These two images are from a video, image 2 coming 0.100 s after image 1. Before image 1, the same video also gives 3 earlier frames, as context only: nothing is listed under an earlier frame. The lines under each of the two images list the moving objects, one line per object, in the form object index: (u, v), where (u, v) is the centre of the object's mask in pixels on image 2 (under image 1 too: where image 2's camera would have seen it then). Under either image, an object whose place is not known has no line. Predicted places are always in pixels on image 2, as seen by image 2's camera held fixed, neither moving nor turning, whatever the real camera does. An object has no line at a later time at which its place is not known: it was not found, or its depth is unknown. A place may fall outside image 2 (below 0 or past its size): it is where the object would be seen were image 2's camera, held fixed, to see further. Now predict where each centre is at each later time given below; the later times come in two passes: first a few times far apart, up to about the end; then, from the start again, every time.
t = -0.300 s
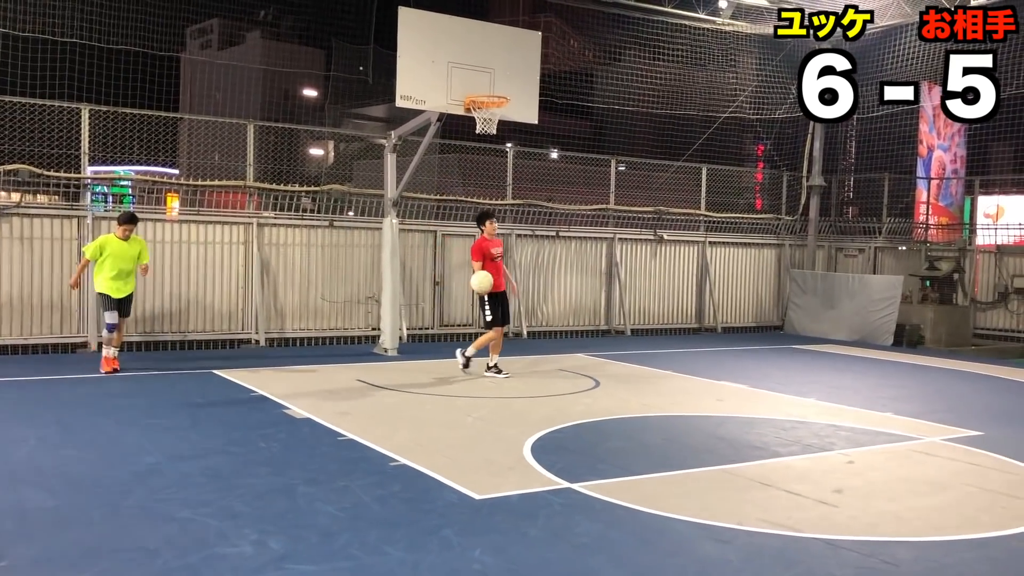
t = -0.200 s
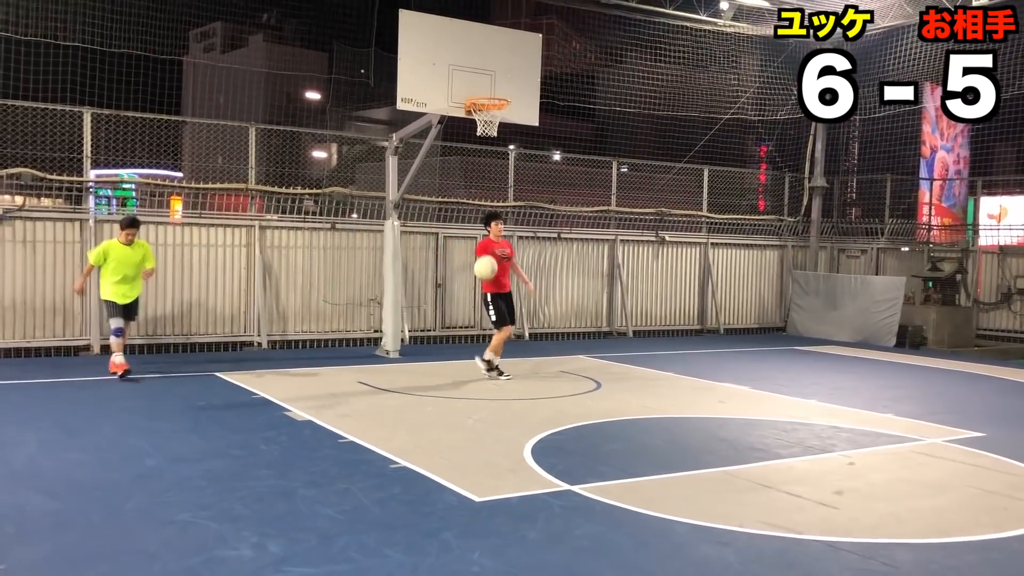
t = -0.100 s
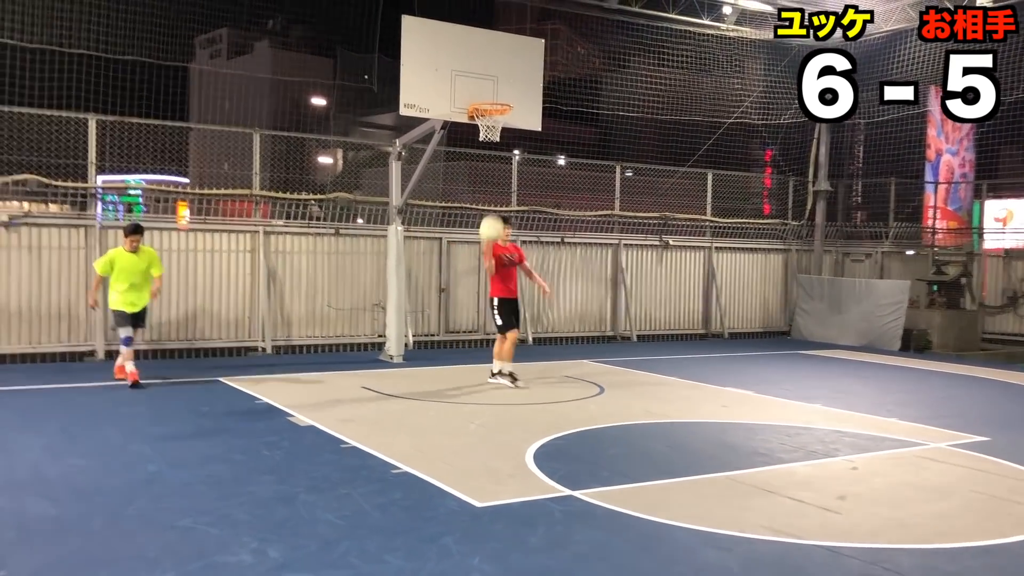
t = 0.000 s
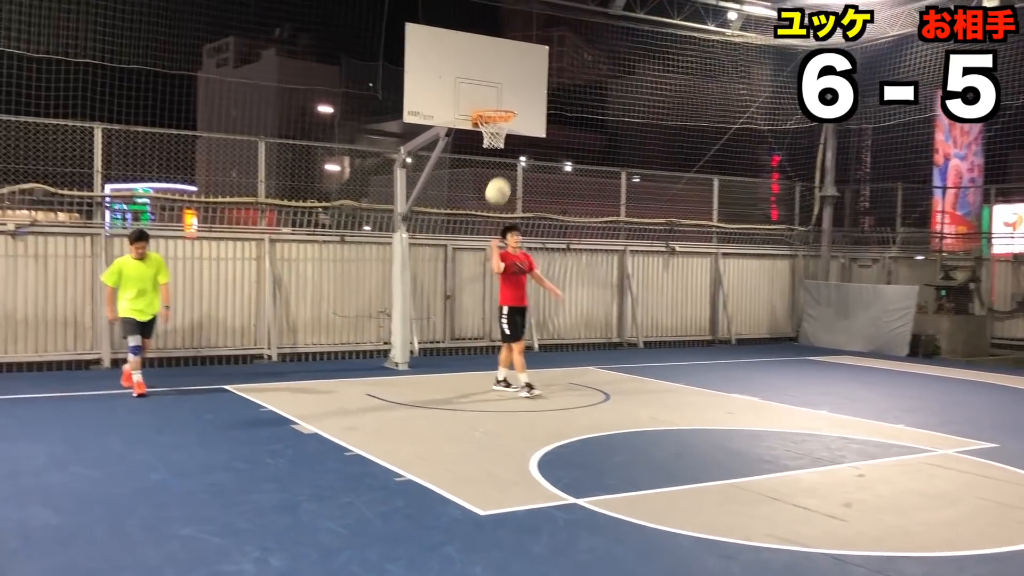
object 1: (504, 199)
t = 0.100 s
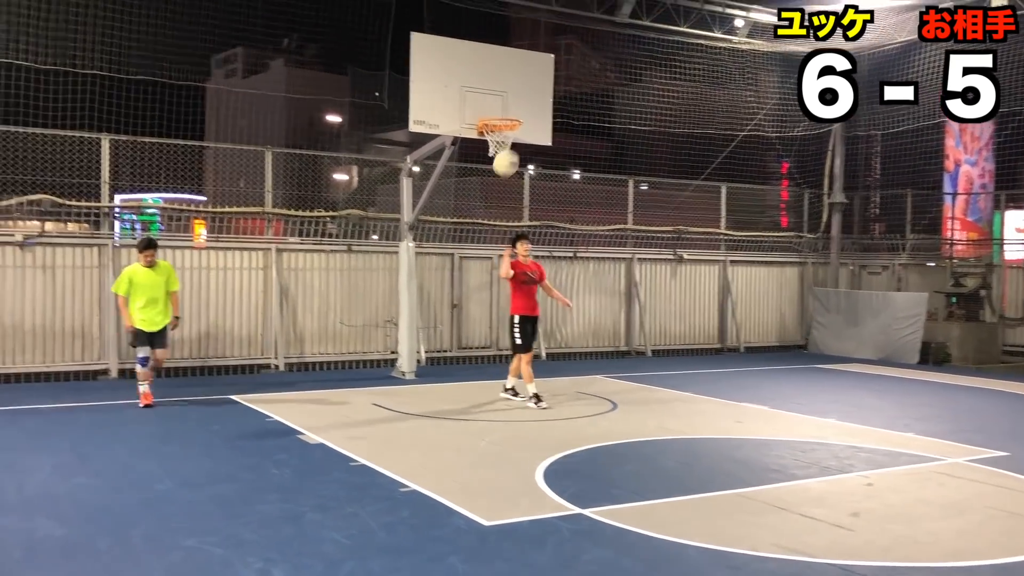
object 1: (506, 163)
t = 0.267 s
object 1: (508, 122)
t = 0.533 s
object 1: (510, 114)
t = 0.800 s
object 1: (512, 186)
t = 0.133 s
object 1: (506, 153)
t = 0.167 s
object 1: (507, 144)
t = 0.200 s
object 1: (506, 136)
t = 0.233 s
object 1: (508, 129)
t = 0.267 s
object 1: (508, 122)
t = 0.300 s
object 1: (508, 118)
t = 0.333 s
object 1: (507, 112)
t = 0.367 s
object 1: (508, 109)
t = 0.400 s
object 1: (510, 109)
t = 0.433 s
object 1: (510, 109)
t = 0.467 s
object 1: (508, 108)
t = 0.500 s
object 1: (508, 111)
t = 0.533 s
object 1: (510, 114)
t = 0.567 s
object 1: (511, 118)
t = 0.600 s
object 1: (511, 123)
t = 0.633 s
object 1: (512, 131)
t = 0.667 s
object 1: (513, 140)
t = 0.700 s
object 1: (514, 149)
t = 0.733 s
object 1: (513, 159)
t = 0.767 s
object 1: (514, 172)
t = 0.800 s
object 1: (512, 186)
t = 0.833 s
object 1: (512, 200)
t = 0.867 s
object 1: (513, 216)
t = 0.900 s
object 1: (512, 232)
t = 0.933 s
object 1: (512, 252)
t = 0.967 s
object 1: (512, 272)
